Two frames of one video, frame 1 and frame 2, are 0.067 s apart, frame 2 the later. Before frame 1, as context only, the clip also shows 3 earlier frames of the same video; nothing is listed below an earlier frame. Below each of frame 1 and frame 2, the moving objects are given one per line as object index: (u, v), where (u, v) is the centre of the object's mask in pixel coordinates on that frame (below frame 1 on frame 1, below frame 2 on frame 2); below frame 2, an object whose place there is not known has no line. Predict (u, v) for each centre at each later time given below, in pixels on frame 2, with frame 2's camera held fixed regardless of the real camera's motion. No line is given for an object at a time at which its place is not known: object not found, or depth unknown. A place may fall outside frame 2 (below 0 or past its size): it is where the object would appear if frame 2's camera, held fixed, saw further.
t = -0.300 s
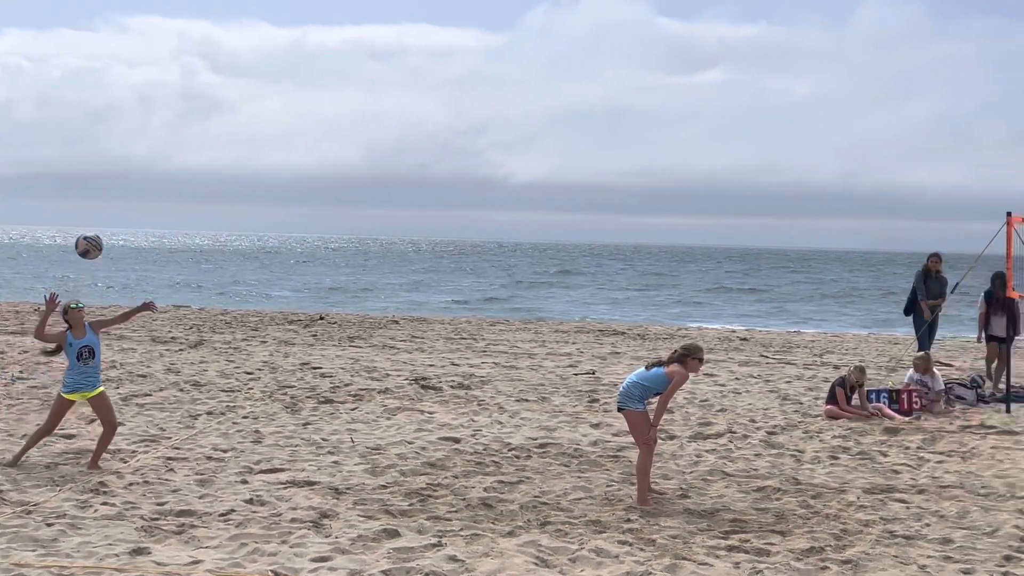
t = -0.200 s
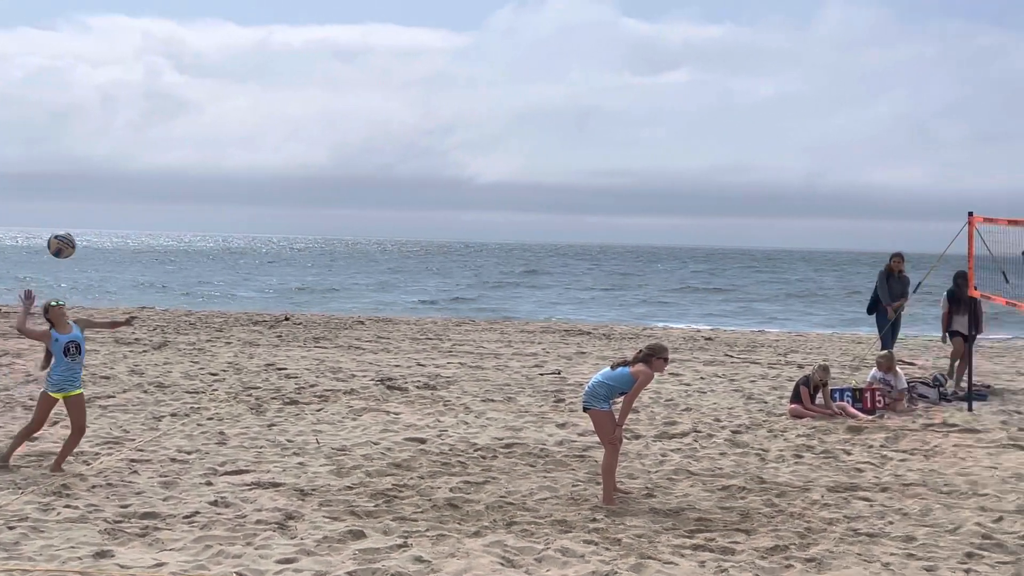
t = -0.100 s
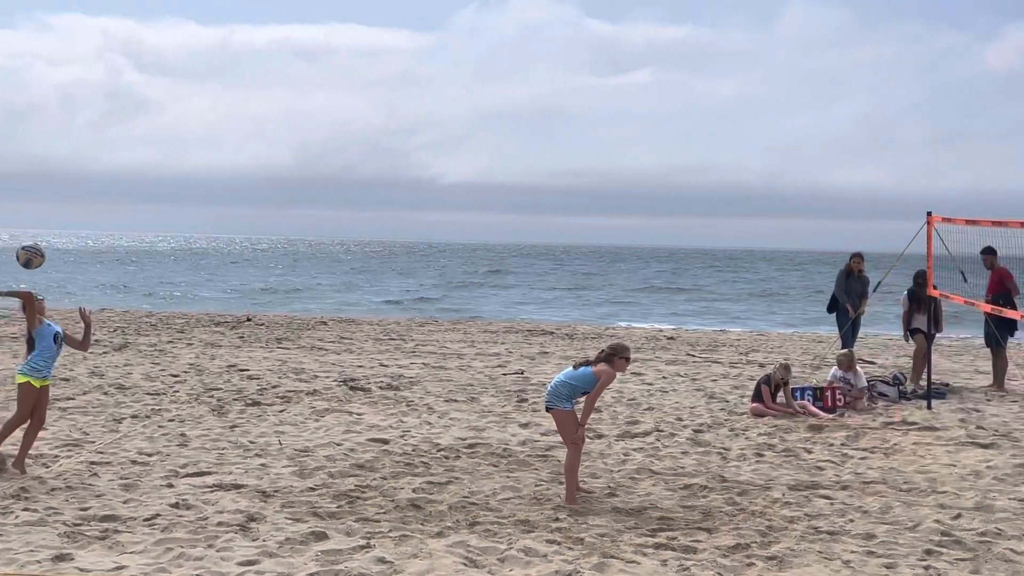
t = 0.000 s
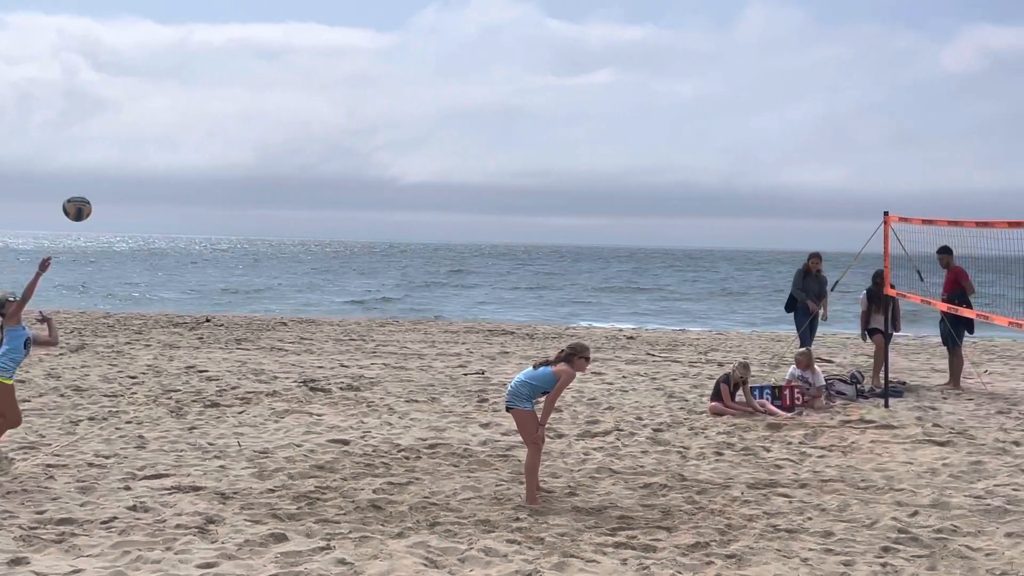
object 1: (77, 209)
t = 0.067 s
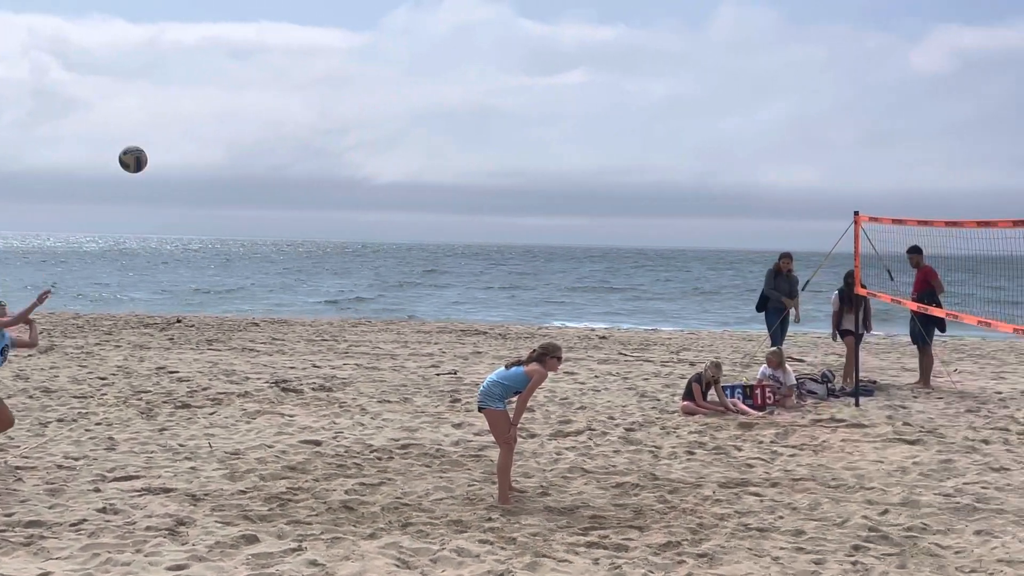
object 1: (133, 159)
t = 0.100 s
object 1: (171, 137)
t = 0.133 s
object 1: (208, 117)
